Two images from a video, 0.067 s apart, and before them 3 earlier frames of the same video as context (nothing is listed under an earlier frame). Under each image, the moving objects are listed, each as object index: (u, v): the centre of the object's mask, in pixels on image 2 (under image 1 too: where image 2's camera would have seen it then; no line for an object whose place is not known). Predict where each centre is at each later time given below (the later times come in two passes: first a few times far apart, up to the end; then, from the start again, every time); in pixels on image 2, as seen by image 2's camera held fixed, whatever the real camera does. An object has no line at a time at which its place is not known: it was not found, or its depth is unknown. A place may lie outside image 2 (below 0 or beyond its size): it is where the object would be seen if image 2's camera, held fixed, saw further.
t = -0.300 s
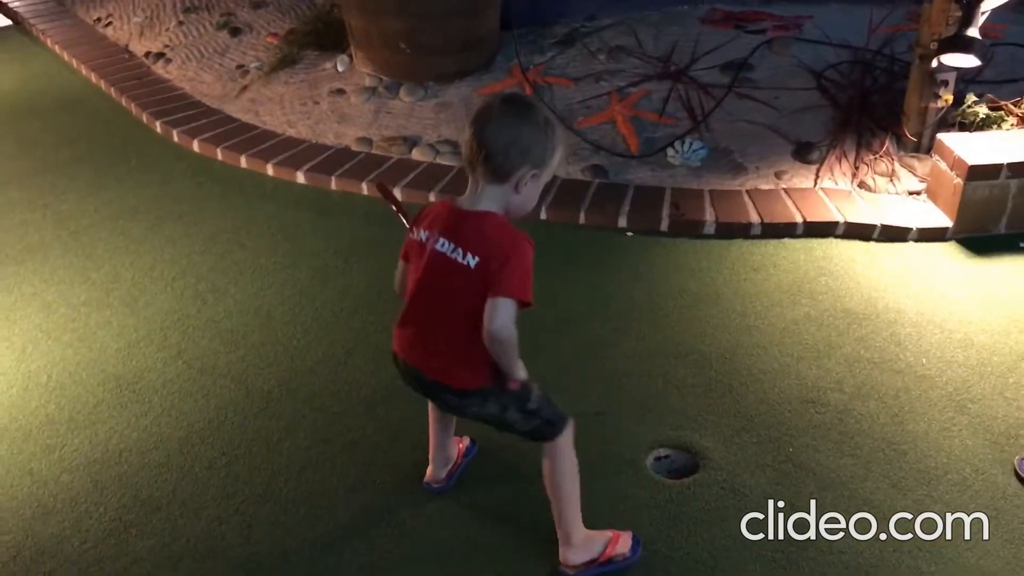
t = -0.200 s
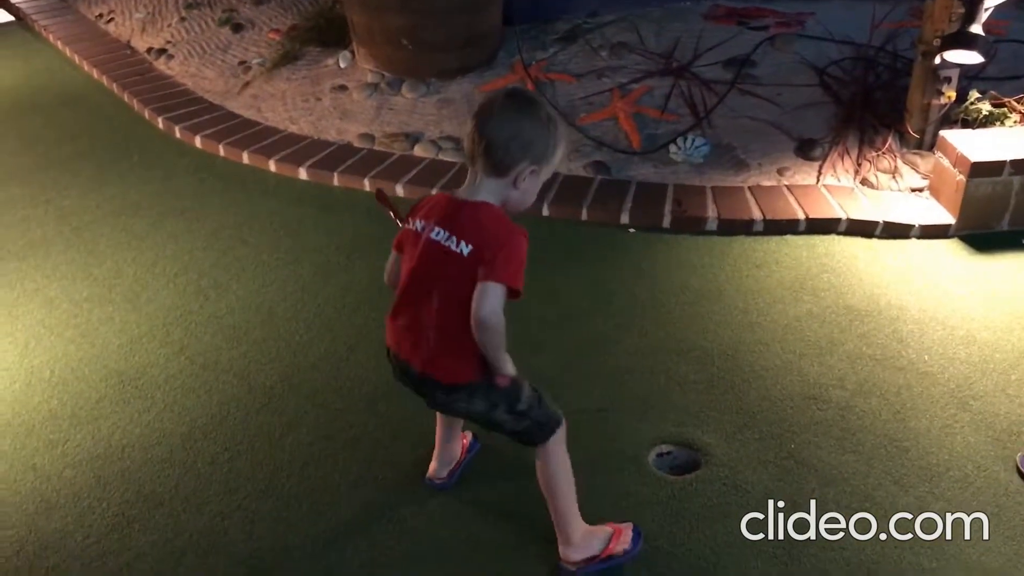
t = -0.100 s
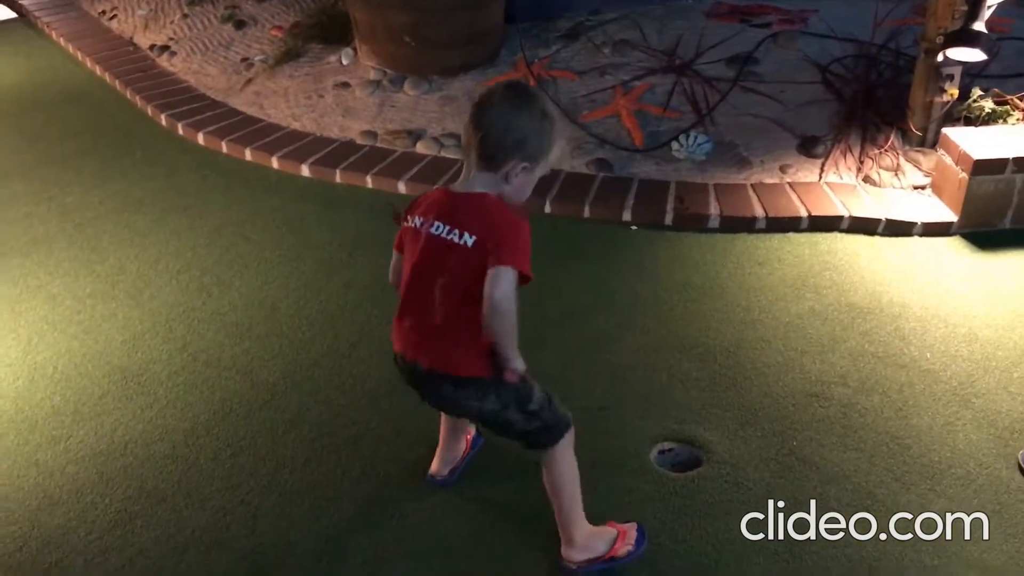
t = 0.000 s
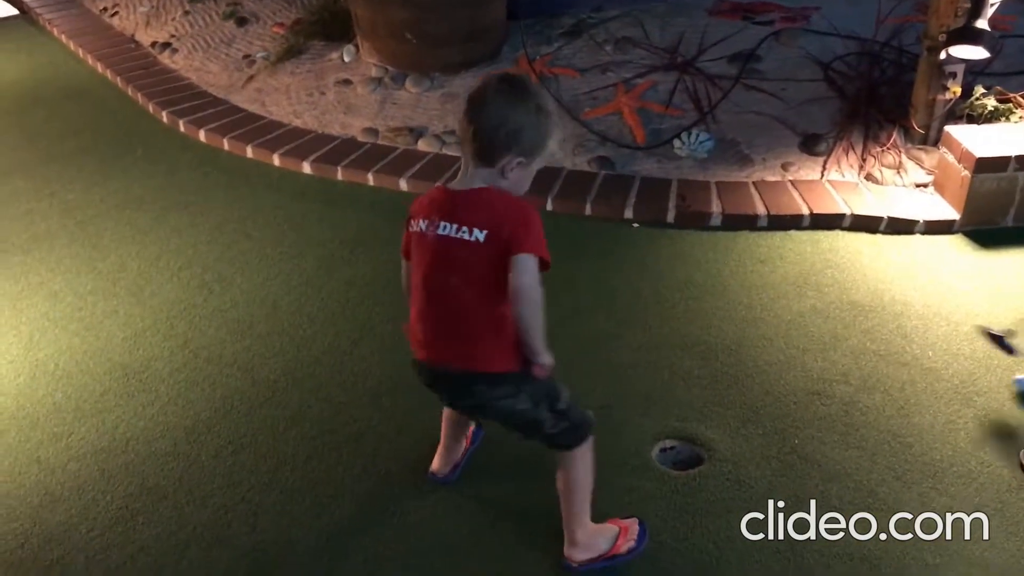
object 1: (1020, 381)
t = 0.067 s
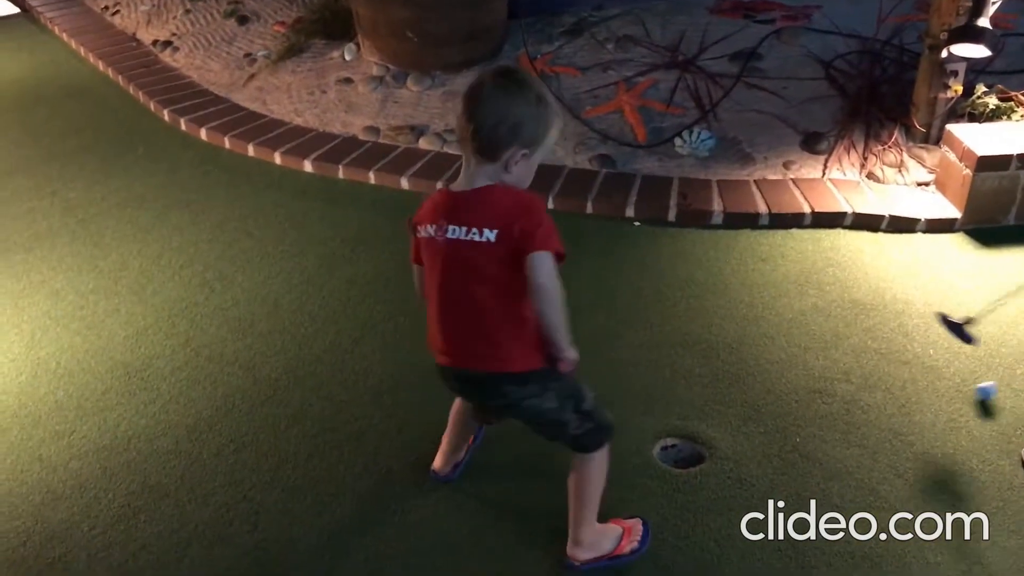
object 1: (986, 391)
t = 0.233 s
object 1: (899, 406)
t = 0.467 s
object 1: (798, 429)
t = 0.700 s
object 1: (706, 462)
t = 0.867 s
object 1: (646, 488)
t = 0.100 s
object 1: (967, 395)
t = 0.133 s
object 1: (949, 399)
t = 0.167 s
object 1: (931, 401)
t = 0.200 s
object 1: (914, 404)
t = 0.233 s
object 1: (899, 406)
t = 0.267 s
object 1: (884, 408)
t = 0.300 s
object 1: (867, 411)
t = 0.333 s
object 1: (852, 414)
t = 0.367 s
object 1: (838, 418)
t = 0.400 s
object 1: (824, 421)
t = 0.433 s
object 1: (811, 425)
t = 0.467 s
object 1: (798, 429)
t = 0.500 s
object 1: (784, 434)
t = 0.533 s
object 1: (771, 438)
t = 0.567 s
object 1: (758, 443)
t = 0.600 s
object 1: (745, 448)
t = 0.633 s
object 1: (733, 452)
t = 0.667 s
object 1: (719, 457)
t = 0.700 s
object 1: (706, 462)
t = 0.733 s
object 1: (694, 466)
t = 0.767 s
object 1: (682, 472)
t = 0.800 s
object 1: (670, 478)
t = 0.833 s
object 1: (657, 483)
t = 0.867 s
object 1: (646, 488)
